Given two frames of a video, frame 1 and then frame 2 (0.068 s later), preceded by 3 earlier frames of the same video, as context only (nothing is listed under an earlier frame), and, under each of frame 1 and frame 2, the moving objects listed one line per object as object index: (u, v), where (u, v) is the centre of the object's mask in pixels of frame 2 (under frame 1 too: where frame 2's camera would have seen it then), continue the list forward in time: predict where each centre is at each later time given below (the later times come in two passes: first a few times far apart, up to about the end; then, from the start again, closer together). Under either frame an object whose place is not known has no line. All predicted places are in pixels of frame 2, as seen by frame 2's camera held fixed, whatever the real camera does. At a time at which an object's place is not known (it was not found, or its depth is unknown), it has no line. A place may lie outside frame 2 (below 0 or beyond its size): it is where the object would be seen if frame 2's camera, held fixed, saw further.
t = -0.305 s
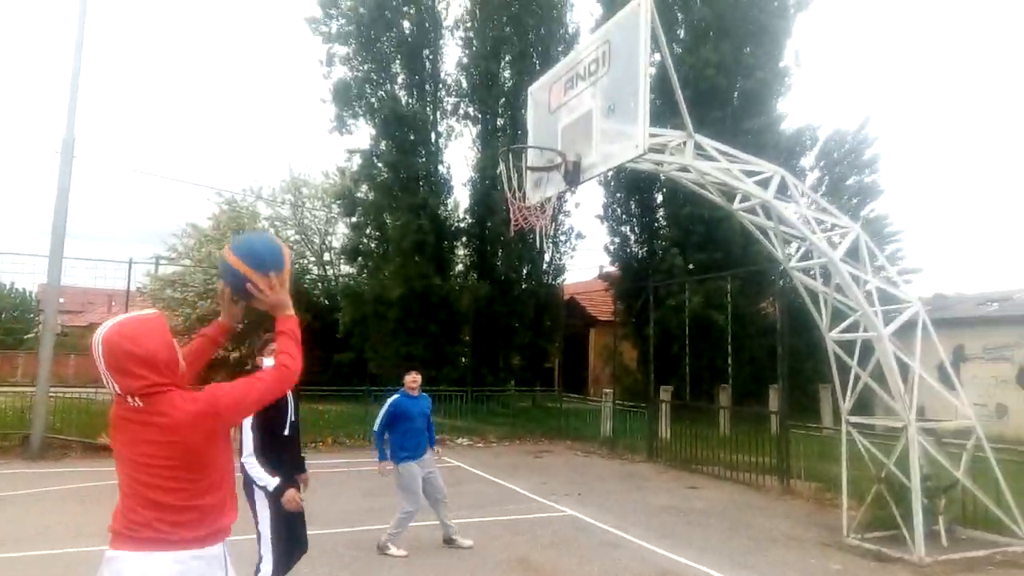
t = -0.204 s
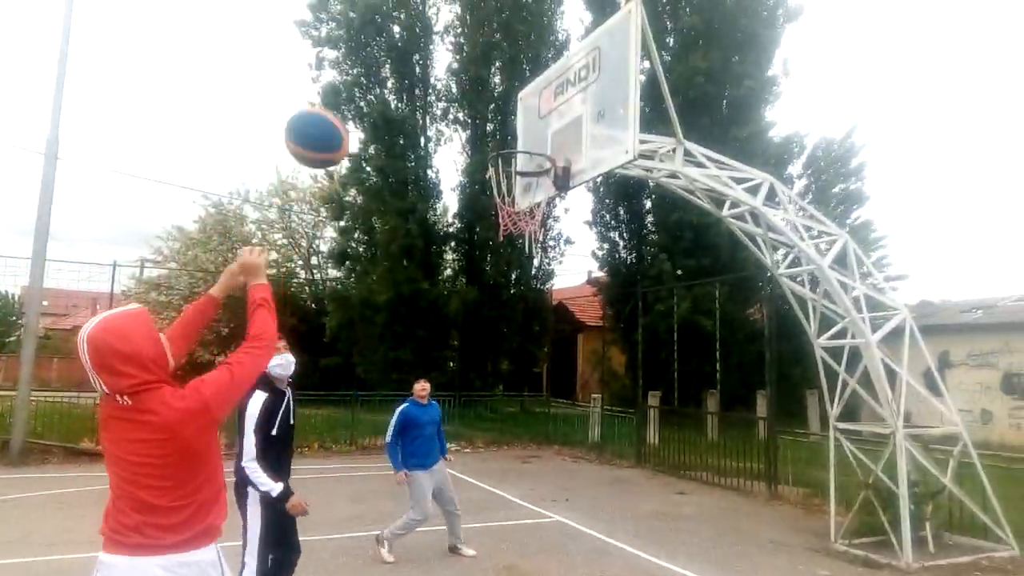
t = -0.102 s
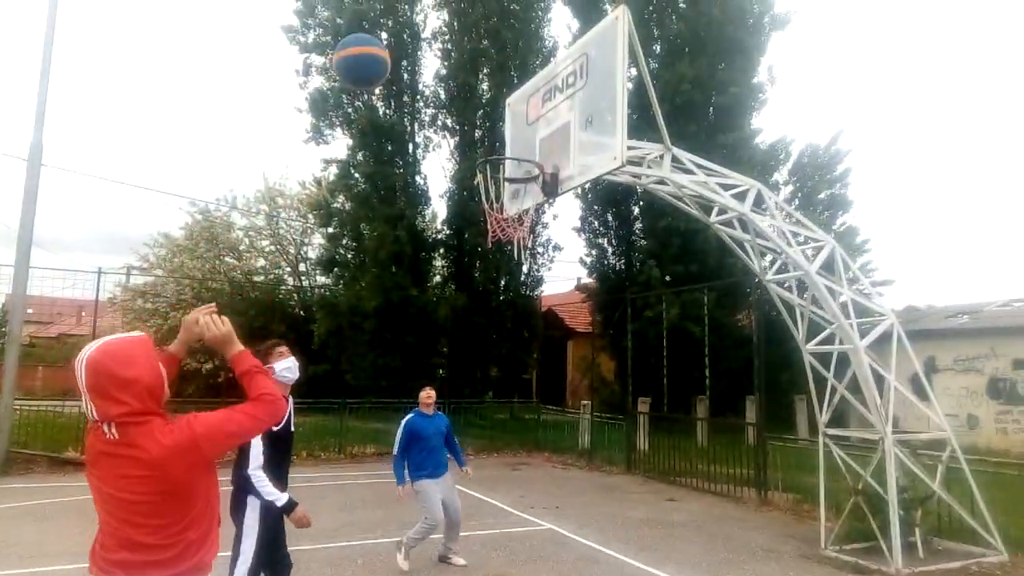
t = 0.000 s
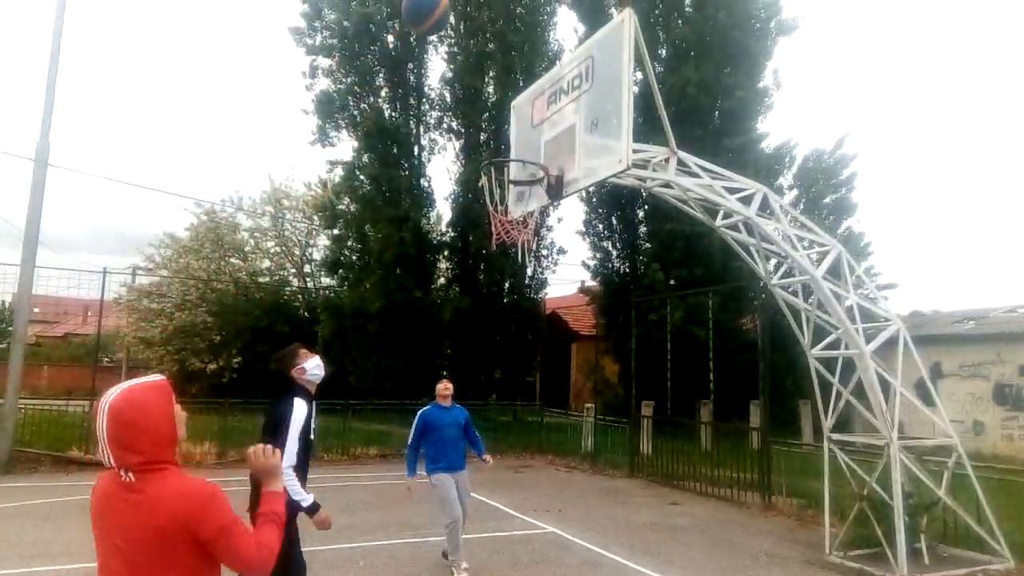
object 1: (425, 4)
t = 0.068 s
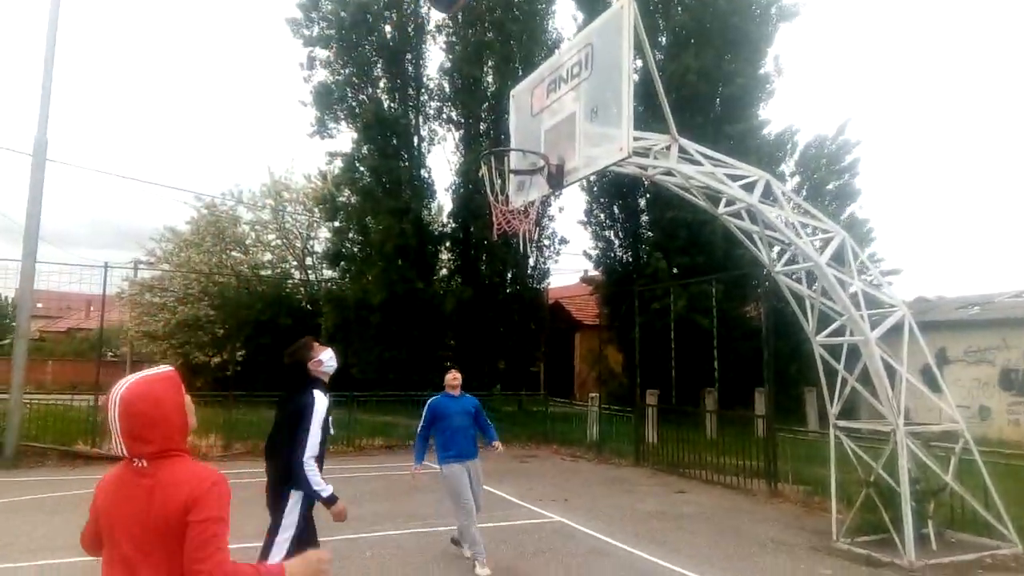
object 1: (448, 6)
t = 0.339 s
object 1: (517, 28)
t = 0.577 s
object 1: (543, 112)
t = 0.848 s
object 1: (483, 202)
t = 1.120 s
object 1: (464, 274)
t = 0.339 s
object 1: (517, 28)
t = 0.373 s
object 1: (524, 35)
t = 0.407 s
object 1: (532, 44)
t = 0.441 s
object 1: (539, 57)
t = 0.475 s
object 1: (545, 73)
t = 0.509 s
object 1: (551, 89)
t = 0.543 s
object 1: (553, 103)
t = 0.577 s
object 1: (543, 112)
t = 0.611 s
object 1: (533, 123)
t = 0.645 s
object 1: (525, 134)
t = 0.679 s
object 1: (514, 149)
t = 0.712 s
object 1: (504, 166)
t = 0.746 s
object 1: (493, 181)
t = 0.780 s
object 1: (487, 191)
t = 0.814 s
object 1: (486, 199)
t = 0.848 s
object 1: (483, 202)
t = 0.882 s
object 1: (479, 203)
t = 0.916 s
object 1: (481, 214)
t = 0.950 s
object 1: (477, 216)
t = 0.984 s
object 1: (475, 224)
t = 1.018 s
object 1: (474, 233)
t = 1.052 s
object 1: (468, 245)
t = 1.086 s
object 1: (466, 259)
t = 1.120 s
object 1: (464, 274)
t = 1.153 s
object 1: (467, 292)
